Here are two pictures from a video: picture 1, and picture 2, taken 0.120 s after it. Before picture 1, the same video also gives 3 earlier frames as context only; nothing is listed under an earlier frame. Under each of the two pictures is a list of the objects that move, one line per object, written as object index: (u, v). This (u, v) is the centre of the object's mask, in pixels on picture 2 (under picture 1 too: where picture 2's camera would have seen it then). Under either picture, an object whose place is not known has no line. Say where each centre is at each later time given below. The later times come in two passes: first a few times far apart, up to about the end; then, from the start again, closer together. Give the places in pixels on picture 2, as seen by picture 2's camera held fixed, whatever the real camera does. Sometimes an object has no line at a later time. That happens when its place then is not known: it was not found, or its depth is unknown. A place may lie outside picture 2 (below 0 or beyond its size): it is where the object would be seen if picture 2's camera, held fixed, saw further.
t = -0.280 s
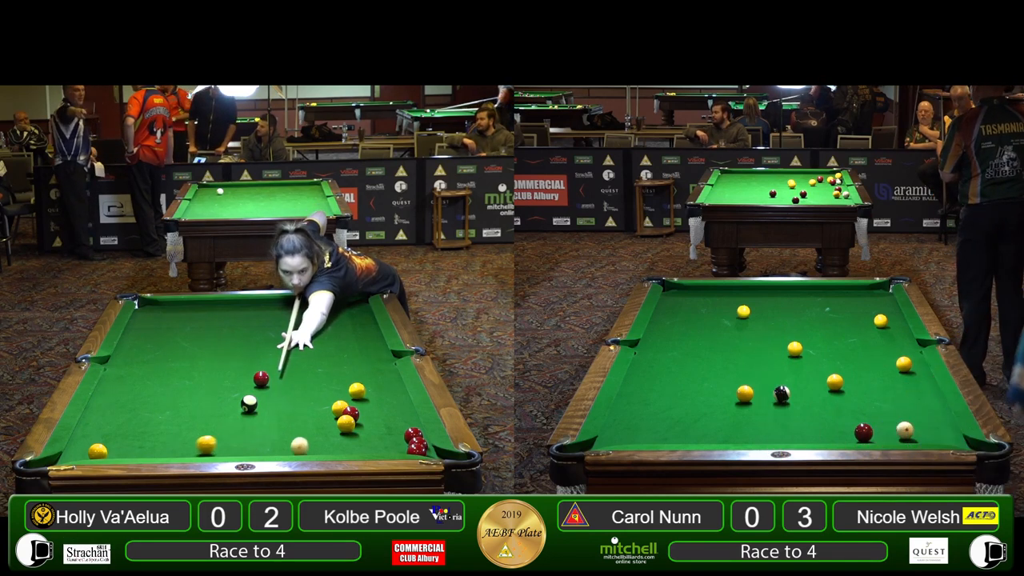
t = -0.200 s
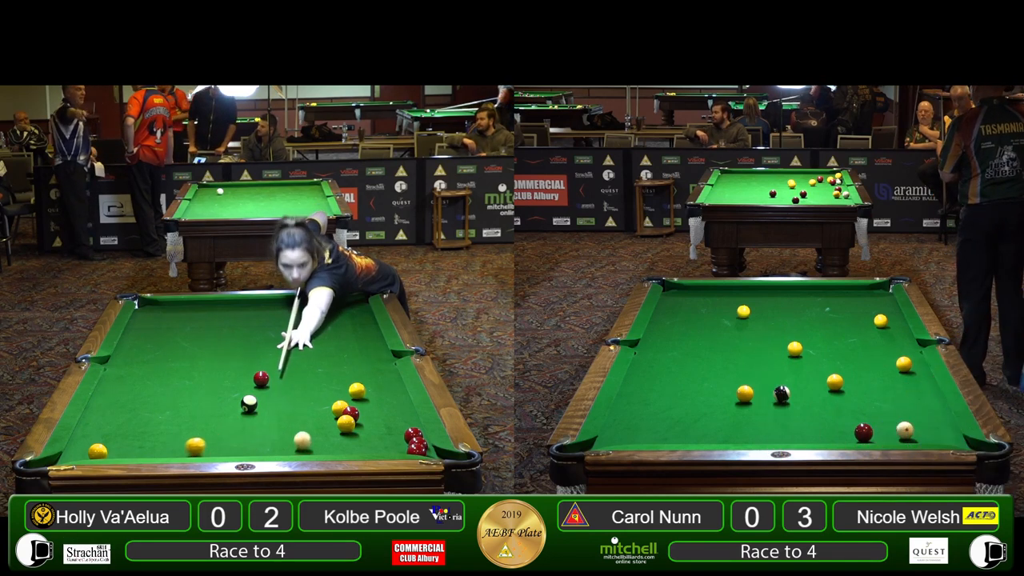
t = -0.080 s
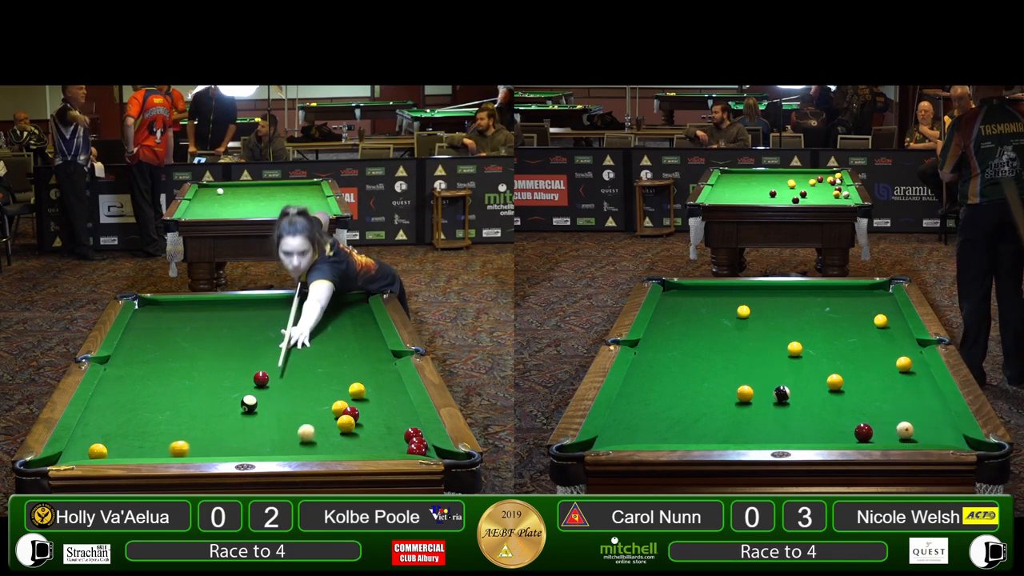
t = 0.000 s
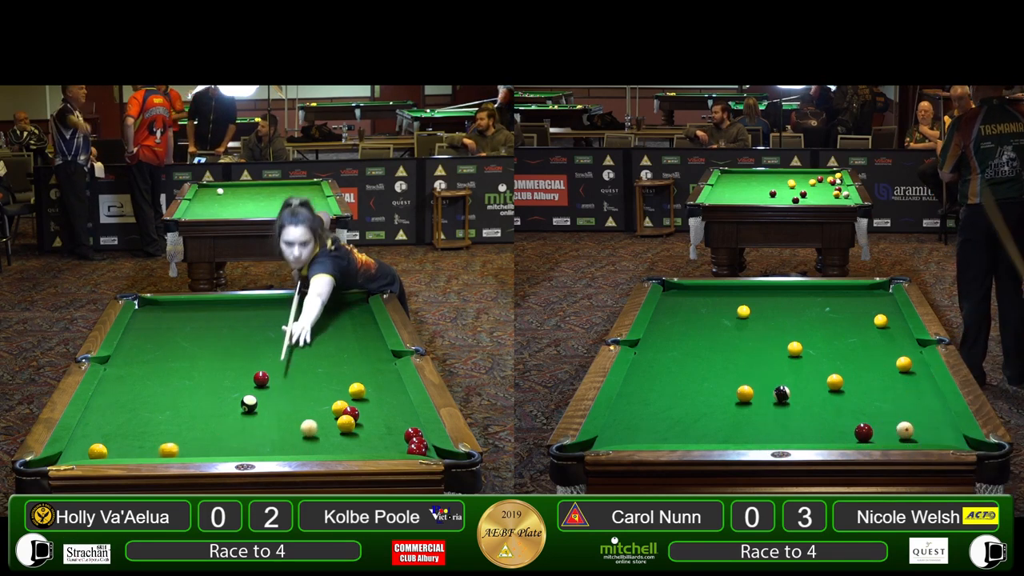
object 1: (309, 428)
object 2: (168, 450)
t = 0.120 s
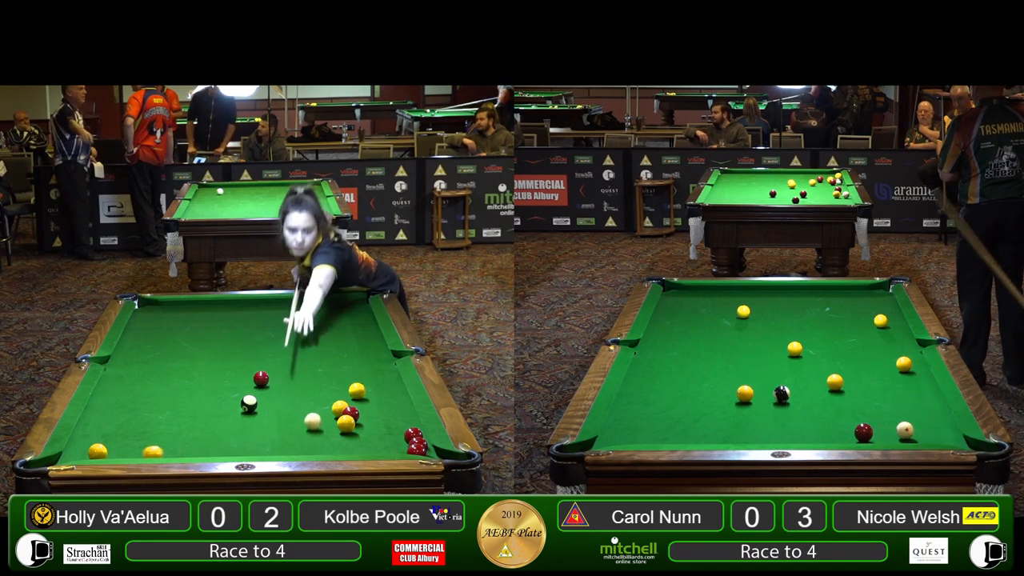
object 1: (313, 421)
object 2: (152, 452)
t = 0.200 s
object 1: (315, 416)
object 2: (142, 453)
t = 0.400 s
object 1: (321, 406)
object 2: (122, 453)
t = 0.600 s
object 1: (325, 397)
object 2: (111, 453)
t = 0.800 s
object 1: (330, 389)
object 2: (108, 453)
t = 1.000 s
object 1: (335, 382)
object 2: (106, 453)
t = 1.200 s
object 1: (338, 375)
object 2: (105, 453)
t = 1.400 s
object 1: (342, 369)
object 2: (105, 453)
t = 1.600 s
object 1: (345, 363)
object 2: (105, 453)
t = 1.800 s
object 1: (347, 358)
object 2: (105, 453)
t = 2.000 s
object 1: (350, 353)
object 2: (105, 453)
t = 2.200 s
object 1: (352, 350)
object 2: (105, 453)
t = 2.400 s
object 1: (353, 346)
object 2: (105, 453)
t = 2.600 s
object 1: (355, 343)
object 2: (105, 453)
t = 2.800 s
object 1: (356, 340)
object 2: (105, 453)
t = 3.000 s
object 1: (357, 338)
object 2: (105, 453)
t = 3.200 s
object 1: (357, 336)
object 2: (105, 453)
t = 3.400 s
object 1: (358, 334)
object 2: (105, 453)
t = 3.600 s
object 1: (358, 332)
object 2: (105, 453)
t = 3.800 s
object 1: (359, 331)
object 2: (105, 453)
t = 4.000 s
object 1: (359, 330)
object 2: (105, 453)
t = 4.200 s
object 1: (359, 330)
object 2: (105, 453)
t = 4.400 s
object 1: (360, 330)
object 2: (105, 453)
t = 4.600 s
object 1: (360, 329)
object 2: (105, 453)
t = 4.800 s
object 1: (360, 329)
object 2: (105, 453)
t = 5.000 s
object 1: (360, 329)
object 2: (105, 453)
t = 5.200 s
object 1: (360, 329)
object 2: (105, 453)
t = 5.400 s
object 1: (360, 329)
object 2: (105, 453)
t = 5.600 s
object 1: (360, 329)
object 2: (105, 453)
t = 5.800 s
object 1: (360, 329)
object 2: (105, 453)
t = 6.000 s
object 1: (360, 329)
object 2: (105, 453)
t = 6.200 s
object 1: (359, 329)
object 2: (105, 453)
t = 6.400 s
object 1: (360, 329)
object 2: (105, 453)
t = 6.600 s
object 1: (359, 329)
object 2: (105, 453)
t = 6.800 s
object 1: (360, 329)
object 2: (105, 453)
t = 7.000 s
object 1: (359, 329)
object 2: (105, 453)
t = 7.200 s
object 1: (359, 329)
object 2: (105, 453)
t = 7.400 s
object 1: (360, 329)
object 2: (105, 453)
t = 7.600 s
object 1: (360, 329)
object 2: (105, 453)
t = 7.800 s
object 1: (360, 329)
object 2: (105, 453)
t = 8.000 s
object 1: (360, 329)
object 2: (105, 453)
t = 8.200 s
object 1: (360, 329)
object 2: (105, 453)
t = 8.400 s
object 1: (360, 329)
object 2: (105, 453)
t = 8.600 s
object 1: (360, 329)
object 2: (105, 453)
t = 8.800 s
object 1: (360, 329)
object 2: (105, 453)
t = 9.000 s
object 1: (360, 329)
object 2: (105, 453)
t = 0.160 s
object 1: (314, 418)
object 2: (148, 452)
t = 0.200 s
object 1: (315, 416)
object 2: (142, 453)
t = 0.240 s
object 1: (316, 414)
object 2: (137, 454)
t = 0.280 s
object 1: (317, 412)
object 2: (133, 453)
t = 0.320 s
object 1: (319, 410)
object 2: (130, 453)
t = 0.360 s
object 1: (320, 408)
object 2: (126, 453)
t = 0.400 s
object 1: (321, 406)
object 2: (122, 453)
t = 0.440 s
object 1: (321, 405)
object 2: (119, 453)
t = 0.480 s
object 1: (323, 403)
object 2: (116, 452)
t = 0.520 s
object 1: (324, 401)
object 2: (113, 453)
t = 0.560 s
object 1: (325, 399)
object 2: (112, 453)
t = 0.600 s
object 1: (325, 397)
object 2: (111, 453)
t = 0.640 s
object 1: (326, 395)
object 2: (111, 453)
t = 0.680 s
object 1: (328, 394)
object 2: (110, 453)
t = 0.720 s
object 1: (328, 392)
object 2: (109, 453)
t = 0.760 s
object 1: (329, 391)
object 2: (109, 453)
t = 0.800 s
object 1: (330, 389)
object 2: (108, 453)
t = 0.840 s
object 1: (331, 388)
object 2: (108, 453)
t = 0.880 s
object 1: (332, 386)
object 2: (107, 453)
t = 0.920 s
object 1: (333, 385)
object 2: (107, 453)
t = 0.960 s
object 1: (334, 383)
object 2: (106, 453)
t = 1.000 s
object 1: (335, 382)
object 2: (106, 453)
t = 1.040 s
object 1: (335, 380)
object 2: (105, 453)
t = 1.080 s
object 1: (336, 379)
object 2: (105, 453)
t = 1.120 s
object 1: (336, 377)
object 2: (105, 453)
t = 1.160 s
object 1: (337, 376)
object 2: (105, 453)
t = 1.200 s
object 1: (338, 375)
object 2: (105, 453)
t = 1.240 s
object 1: (339, 374)
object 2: (105, 453)
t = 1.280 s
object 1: (340, 372)
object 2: (105, 453)
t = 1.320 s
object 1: (340, 371)
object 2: (105, 453)
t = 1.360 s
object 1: (341, 370)
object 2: (105, 453)
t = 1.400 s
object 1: (342, 369)
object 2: (105, 453)
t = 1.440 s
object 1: (342, 368)
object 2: (105, 453)
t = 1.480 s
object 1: (343, 367)
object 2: (105, 453)
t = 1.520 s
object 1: (344, 365)
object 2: (105, 453)
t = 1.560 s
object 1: (344, 364)
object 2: (105, 453)
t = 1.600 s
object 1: (345, 363)
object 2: (105, 453)
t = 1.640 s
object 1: (345, 362)
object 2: (105, 453)
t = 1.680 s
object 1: (346, 361)
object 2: (105, 453)
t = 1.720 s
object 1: (346, 360)
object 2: (105, 453)
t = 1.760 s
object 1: (347, 359)
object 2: (105, 453)
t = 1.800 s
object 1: (347, 358)
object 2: (105, 453)
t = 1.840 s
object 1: (348, 357)
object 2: (105, 453)
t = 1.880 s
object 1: (348, 356)
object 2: (105, 453)
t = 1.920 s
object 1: (349, 356)
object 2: (105, 453)
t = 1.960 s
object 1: (349, 355)
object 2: (105, 453)
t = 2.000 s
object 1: (350, 353)
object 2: (105, 453)
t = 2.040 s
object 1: (350, 353)
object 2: (105, 453)
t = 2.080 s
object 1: (350, 352)
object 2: (105, 453)
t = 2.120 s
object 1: (351, 351)
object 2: (105, 453)
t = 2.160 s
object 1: (351, 351)
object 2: (105, 453)
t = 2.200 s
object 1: (352, 350)
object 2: (105, 453)
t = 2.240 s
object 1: (352, 349)
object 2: (105, 453)
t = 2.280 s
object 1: (352, 348)
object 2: (105, 453)
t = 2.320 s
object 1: (353, 348)
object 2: (105, 453)
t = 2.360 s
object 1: (353, 347)
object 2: (105, 453)
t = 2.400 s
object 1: (353, 346)
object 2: (105, 453)
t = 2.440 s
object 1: (354, 345)
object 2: (105, 453)
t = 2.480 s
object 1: (354, 345)
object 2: (105, 453)
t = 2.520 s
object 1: (354, 344)
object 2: (105, 453)
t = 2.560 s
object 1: (354, 344)
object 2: (105, 453)
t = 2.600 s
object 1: (355, 343)
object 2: (105, 453)
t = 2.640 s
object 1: (355, 342)
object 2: (105, 453)
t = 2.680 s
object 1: (355, 342)
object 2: (105, 453)
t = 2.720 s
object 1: (355, 341)
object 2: (105, 453)
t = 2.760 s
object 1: (356, 341)
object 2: (105, 453)
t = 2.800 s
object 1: (356, 340)
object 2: (105, 453)
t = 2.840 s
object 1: (356, 340)
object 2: (105, 453)
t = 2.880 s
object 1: (356, 339)
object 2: (105, 453)
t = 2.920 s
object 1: (356, 338)
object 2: (105, 453)
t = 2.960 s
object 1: (357, 338)
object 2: (105, 453)
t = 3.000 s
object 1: (357, 338)
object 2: (105, 453)
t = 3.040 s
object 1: (357, 337)
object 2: (105, 453)
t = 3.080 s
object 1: (357, 337)
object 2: (105, 453)
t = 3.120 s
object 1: (357, 336)
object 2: (105, 453)
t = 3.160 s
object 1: (357, 336)
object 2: (105, 453)
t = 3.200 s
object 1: (357, 336)
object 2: (105, 453)
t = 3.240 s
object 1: (357, 335)
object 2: (105, 453)
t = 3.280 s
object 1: (358, 335)
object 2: (105, 453)
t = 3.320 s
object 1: (358, 334)
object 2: (105, 453)
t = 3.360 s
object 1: (358, 334)
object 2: (105, 453)
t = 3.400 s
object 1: (358, 334)
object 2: (105, 453)
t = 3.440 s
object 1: (358, 333)
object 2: (105, 453)
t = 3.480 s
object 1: (358, 333)
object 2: (105, 453)
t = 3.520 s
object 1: (358, 333)
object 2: (105, 453)
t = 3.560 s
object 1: (359, 333)
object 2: (105, 453)
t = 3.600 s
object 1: (358, 332)
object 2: (105, 453)
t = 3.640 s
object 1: (359, 332)
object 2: (105, 453)
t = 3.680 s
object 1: (359, 332)
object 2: (105, 453)
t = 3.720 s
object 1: (359, 332)
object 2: (105, 453)
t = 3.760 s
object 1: (359, 331)
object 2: (105, 453)
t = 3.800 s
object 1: (359, 331)
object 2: (105, 453)
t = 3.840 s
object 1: (359, 331)
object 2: (105, 453)
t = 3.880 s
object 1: (359, 331)
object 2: (105, 453)
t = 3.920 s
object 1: (359, 331)
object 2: (105, 453)
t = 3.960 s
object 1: (359, 331)
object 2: (105, 453)
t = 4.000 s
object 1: (359, 330)
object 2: (105, 453)
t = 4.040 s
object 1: (359, 330)
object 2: (105, 453)
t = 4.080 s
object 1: (359, 330)
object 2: (105, 453)
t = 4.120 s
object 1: (359, 330)
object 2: (105, 453)
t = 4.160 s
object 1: (359, 330)
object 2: (105, 453)
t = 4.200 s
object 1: (359, 330)
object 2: (105, 453)
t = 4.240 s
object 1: (359, 330)
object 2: (105, 453)
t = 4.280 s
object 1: (359, 330)
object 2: (105, 453)
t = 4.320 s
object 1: (359, 330)
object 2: (105, 453)
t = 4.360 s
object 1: (359, 330)
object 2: (105, 453)
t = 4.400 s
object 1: (360, 330)
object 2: (105, 453)
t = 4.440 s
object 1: (360, 330)
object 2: (105, 453)
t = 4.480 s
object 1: (360, 329)
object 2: (105, 453)
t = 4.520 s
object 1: (360, 329)
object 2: (105, 453)
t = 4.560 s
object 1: (360, 329)
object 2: (105, 453)
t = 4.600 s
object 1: (360, 329)
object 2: (105, 453)
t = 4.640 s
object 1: (360, 329)
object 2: (105, 453)
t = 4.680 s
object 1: (360, 329)
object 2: (105, 453)
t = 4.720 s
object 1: (360, 329)
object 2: (105, 452)
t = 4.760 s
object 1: (360, 329)
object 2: (105, 453)
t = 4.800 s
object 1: (360, 329)
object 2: (105, 453)
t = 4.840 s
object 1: (360, 329)
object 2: (105, 453)
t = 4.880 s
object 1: (360, 329)
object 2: (105, 453)
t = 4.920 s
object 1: (360, 329)
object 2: (105, 453)
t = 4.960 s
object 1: (360, 329)
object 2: (105, 453)
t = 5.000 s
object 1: (360, 329)
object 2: (105, 453)
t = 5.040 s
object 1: (360, 329)
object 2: (105, 453)
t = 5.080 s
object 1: (360, 329)
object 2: (105, 453)
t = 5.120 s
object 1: (360, 329)
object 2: (105, 453)
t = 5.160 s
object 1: (360, 329)
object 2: (105, 453)
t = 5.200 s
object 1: (360, 329)
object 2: (105, 453)
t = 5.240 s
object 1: (360, 329)
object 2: (105, 453)
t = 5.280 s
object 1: (360, 329)
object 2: (105, 453)
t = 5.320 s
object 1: (360, 329)
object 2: (105, 453)
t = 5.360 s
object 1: (360, 329)
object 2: (105, 453)
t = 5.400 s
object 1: (360, 329)
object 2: (105, 453)
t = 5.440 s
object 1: (360, 329)
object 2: (105, 453)
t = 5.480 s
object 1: (360, 329)
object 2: (105, 453)
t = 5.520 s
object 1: (360, 329)
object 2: (105, 453)
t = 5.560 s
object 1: (360, 329)
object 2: (105, 453)
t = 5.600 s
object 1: (360, 329)
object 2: (105, 453)
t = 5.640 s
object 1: (360, 329)
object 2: (105, 453)
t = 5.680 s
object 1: (360, 329)
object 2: (105, 453)
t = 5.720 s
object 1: (360, 329)
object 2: (105, 453)
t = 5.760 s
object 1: (360, 329)
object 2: (105, 453)
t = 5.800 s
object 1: (360, 329)
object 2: (105, 453)
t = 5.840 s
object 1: (360, 329)
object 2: (105, 453)
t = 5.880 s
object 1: (360, 329)
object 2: (105, 453)
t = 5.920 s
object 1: (360, 329)
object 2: (105, 453)
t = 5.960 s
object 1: (360, 329)
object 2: (105, 453)
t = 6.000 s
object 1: (360, 329)
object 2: (105, 453)
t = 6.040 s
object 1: (360, 329)
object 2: (105, 453)
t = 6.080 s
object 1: (360, 329)
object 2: (105, 453)
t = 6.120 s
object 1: (360, 329)
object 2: (105, 453)
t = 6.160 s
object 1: (359, 329)
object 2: (105, 453)
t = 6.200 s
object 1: (359, 329)
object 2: (105, 453)
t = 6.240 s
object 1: (359, 329)
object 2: (105, 453)
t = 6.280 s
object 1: (360, 329)
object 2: (105, 452)
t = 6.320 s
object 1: (360, 329)
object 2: (105, 453)
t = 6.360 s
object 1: (360, 329)
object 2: (105, 452)
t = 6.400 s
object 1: (360, 329)
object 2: (105, 453)
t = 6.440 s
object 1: (359, 329)
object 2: (105, 453)
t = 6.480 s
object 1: (360, 329)
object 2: (105, 453)
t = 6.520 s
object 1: (360, 329)
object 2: (105, 452)
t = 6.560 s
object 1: (360, 329)
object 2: (105, 453)
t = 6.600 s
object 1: (359, 329)
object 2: (105, 453)
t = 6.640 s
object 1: (360, 329)
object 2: (105, 453)
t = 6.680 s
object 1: (360, 329)
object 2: (105, 453)
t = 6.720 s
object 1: (359, 329)
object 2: (105, 453)
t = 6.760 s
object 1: (359, 329)
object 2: (105, 453)
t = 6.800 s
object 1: (360, 329)
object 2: (105, 453)
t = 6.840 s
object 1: (360, 329)
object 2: (105, 452)
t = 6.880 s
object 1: (359, 329)
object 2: (105, 453)
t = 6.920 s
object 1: (360, 329)
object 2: (105, 453)
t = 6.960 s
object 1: (359, 329)
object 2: (105, 453)
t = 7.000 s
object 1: (359, 329)
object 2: (105, 453)
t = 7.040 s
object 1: (359, 329)
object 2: (105, 453)
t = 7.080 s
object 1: (360, 329)
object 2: (105, 453)
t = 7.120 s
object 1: (360, 329)
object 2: (105, 453)
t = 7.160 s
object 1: (359, 329)
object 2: (105, 453)
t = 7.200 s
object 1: (359, 329)
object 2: (105, 453)
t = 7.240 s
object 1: (359, 329)
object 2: (105, 453)
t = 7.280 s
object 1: (360, 329)
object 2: (105, 453)
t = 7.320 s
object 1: (359, 329)
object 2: (105, 453)
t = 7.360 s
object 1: (359, 329)
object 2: (105, 453)
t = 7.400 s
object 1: (360, 329)
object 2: (105, 453)
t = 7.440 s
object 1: (359, 329)
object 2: (105, 453)
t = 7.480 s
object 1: (359, 329)
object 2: (105, 453)
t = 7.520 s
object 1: (360, 329)
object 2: (105, 453)
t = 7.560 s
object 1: (360, 329)
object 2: (105, 453)
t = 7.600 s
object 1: (360, 329)
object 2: (105, 453)
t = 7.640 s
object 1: (360, 329)
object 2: (105, 453)
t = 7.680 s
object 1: (360, 329)
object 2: (105, 453)
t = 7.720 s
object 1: (360, 329)
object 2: (105, 453)
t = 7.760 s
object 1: (360, 329)
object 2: (105, 453)
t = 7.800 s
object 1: (360, 329)
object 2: (105, 453)
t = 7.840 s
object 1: (360, 329)
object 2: (105, 453)
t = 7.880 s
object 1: (360, 329)
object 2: (105, 453)
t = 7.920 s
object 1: (360, 329)
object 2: (105, 453)
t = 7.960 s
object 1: (360, 329)
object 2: (105, 453)
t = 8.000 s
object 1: (360, 329)
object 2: (105, 453)
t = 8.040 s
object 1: (360, 329)
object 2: (105, 453)
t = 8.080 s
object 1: (360, 329)
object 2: (105, 453)
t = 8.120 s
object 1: (360, 329)
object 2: (105, 453)
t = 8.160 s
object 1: (360, 329)
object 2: (105, 453)
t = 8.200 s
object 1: (360, 329)
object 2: (105, 453)
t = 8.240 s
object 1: (360, 329)
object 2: (105, 453)
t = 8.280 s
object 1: (360, 329)
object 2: (105, 453)
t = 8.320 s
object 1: (360, 329)
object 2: (105, 452)
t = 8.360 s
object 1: (360, 329)
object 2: (105, 453)
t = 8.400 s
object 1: (360, 329)
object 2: (105, 453)
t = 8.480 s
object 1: (360, 329)
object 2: (105, 453)
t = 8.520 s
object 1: (360, 329)
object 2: (105, 453)
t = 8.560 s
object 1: (360, 329)
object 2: (105, 453)
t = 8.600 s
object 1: (360, 329)
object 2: (105, 453)
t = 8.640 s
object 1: (360, 329)
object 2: (105, 453)
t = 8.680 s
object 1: (360, 329)
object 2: (105, 453)
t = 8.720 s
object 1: (360, 329)
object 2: (105, 453)
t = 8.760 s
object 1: (360, 329)
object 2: (105, 453)
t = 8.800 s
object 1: (360, 329)
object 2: (105, 453)
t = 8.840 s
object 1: (360, 329)
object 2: (105, 453)
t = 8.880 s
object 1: (360, 329)
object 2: (105, 453)
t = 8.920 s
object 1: (360, 329)
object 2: (105, 453)
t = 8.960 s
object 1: (360, 329)
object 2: (105, 453)
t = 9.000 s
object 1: (360, 329)
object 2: (105, 453)
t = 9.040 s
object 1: (360, 329)
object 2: (105, 453)
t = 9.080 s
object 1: (360, 329)
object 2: (105, 453)
